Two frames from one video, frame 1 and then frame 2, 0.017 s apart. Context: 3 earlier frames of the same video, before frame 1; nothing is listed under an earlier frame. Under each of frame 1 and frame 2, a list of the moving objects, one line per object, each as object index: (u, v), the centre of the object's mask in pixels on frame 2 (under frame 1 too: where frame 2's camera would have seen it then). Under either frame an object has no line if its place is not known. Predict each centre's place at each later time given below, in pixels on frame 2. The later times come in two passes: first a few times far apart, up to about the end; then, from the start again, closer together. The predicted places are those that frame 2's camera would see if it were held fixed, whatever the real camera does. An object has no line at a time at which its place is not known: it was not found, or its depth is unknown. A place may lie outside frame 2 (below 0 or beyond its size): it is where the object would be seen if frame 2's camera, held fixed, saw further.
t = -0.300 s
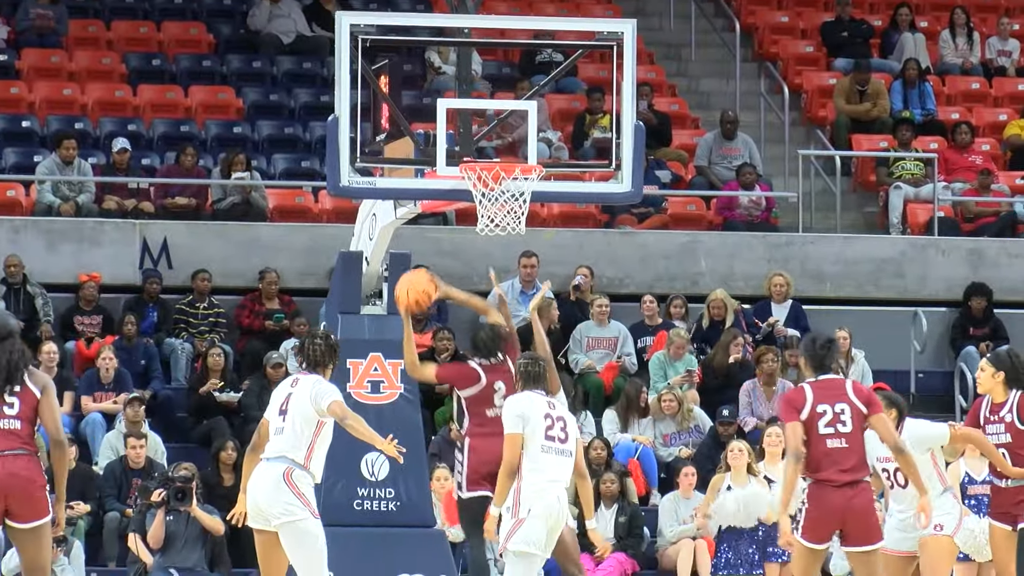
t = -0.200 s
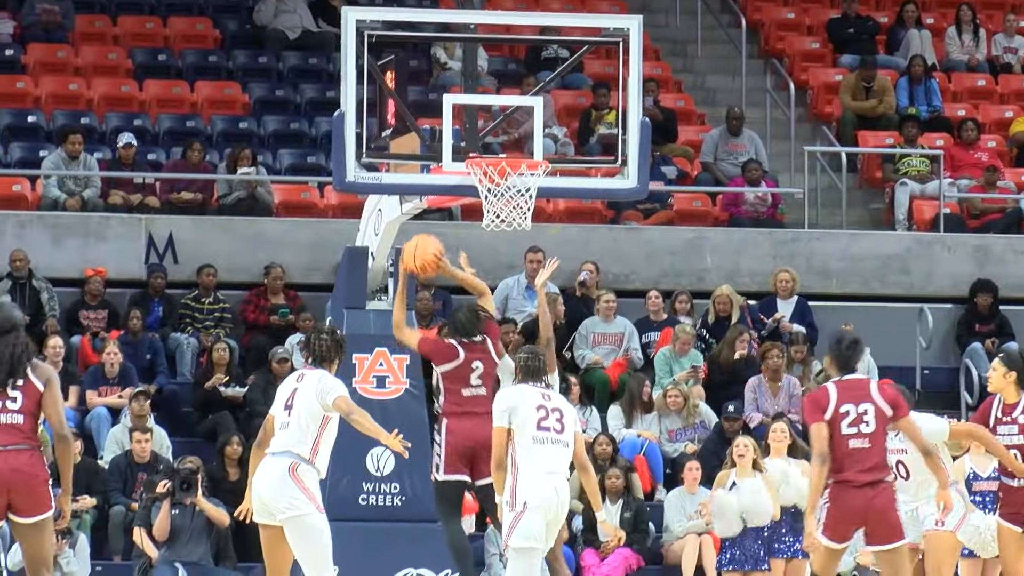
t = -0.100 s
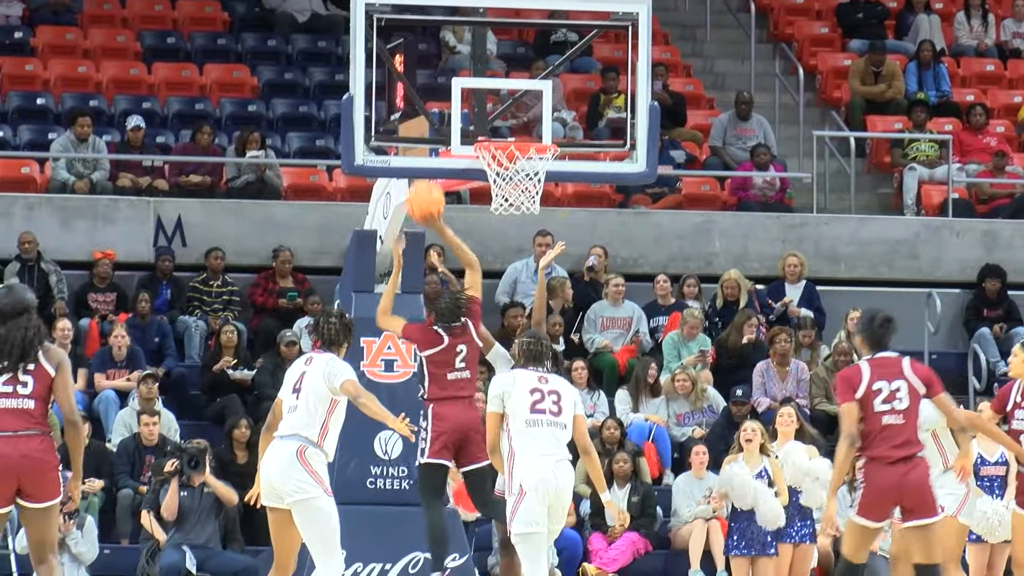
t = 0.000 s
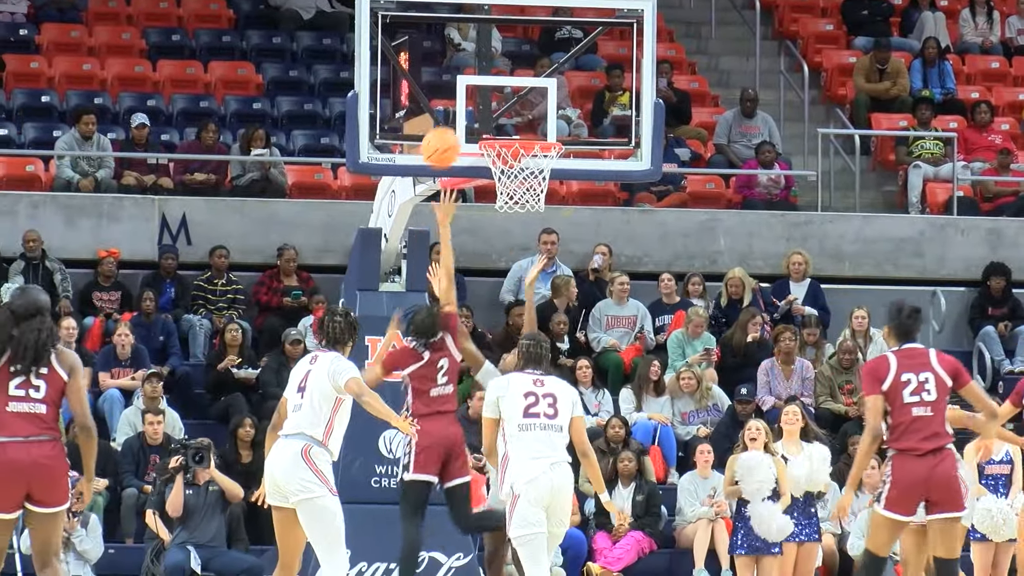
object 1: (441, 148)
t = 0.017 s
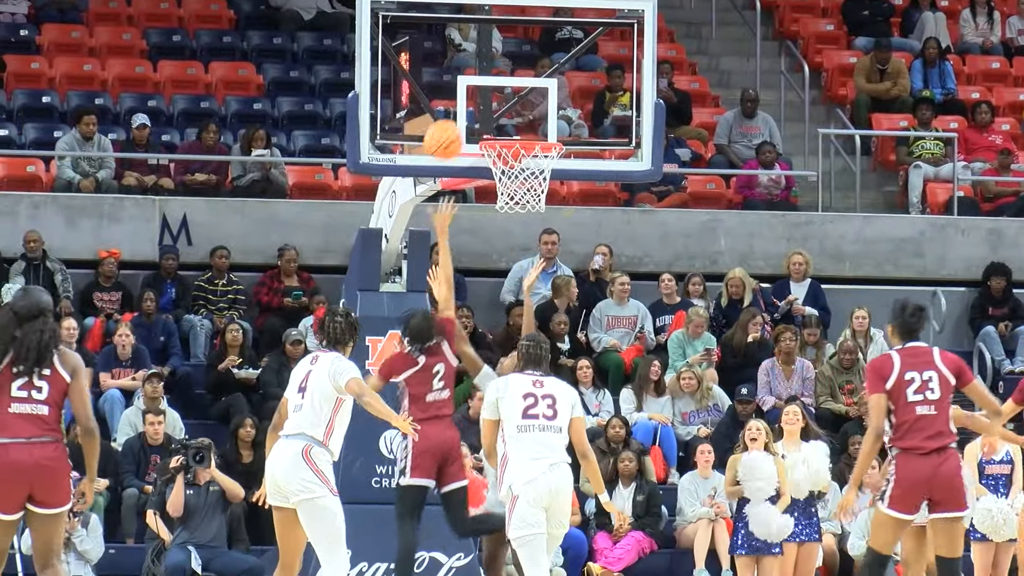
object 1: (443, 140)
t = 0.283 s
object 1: (486, 82)
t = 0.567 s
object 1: (529, 139)
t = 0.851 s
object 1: (515, 214)
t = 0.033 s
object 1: (446, 133)
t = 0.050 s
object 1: (449, 127)
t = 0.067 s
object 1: (451, 120)
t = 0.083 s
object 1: (454, 114)
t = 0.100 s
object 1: (457, 110)
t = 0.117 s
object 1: (460, 105)
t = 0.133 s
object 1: (462, 100)
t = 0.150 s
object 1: (465, 97)
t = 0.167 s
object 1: (468, 92)
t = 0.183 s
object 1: (471, 90)
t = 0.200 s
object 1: (473, 88)
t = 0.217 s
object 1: (476, 86)
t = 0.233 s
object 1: (478, 84)
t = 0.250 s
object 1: (481, 82)
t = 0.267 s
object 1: (483, 82)
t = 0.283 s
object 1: (486, 82)
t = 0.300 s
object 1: (488, 83)
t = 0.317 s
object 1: (491, 82)
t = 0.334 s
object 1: (494, 84)
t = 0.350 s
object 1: (496, 85)
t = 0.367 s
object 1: (498, 87)
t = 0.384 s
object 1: (501, 89)
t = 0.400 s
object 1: (504, 92)
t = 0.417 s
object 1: (507, 96)
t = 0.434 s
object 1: (510, 100)
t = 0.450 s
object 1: (512, 103)
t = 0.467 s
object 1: (515, 107)
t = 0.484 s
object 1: (518, 113)
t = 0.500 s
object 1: (520, 118)
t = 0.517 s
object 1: (522, 123)
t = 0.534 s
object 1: (525, 127)
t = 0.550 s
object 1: (528, 133)
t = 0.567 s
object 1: (529, 139)
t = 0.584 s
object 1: (532, 149)
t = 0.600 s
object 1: (534, 158)
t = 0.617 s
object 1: (538, 166)
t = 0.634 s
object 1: (538, 173)
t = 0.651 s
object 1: (537, 176)
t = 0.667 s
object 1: (537, 178)
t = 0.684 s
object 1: (536, 179)
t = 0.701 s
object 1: (531, 181)
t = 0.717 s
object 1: (529, 182)
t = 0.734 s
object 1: (527, 183)
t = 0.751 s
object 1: (525, 186)
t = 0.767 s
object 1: (524, 195)
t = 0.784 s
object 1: (522, 198)
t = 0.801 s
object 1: (519, 200)
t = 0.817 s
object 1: (518, 203)
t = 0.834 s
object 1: (517, 208)
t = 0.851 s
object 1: (515, 214)
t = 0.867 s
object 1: (513, 221)
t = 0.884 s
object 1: (512, 228)
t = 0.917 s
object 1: (505, 242)
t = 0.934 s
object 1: (502, 250)
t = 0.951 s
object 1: (501, 258)
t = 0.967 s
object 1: (498, 268)
